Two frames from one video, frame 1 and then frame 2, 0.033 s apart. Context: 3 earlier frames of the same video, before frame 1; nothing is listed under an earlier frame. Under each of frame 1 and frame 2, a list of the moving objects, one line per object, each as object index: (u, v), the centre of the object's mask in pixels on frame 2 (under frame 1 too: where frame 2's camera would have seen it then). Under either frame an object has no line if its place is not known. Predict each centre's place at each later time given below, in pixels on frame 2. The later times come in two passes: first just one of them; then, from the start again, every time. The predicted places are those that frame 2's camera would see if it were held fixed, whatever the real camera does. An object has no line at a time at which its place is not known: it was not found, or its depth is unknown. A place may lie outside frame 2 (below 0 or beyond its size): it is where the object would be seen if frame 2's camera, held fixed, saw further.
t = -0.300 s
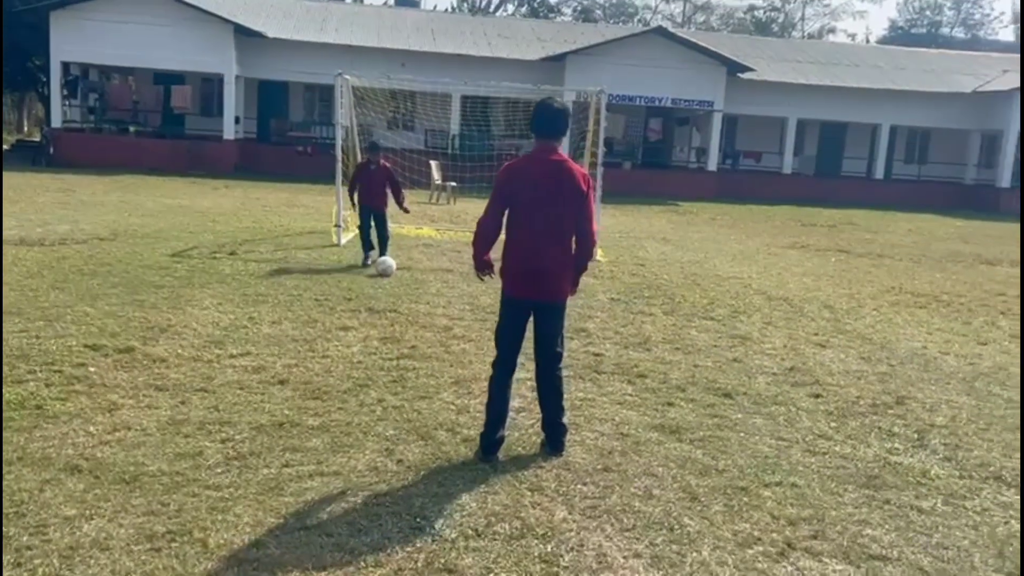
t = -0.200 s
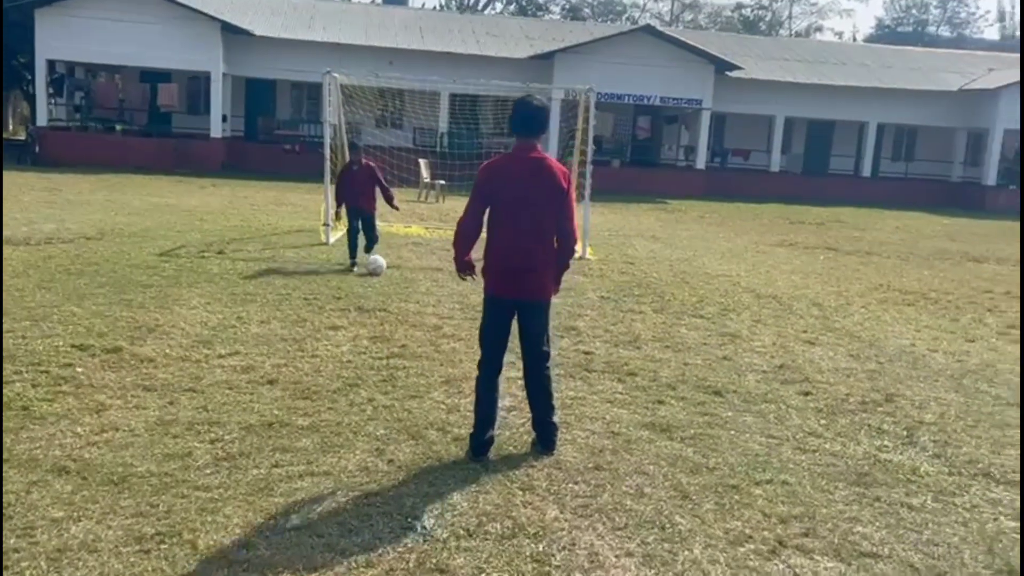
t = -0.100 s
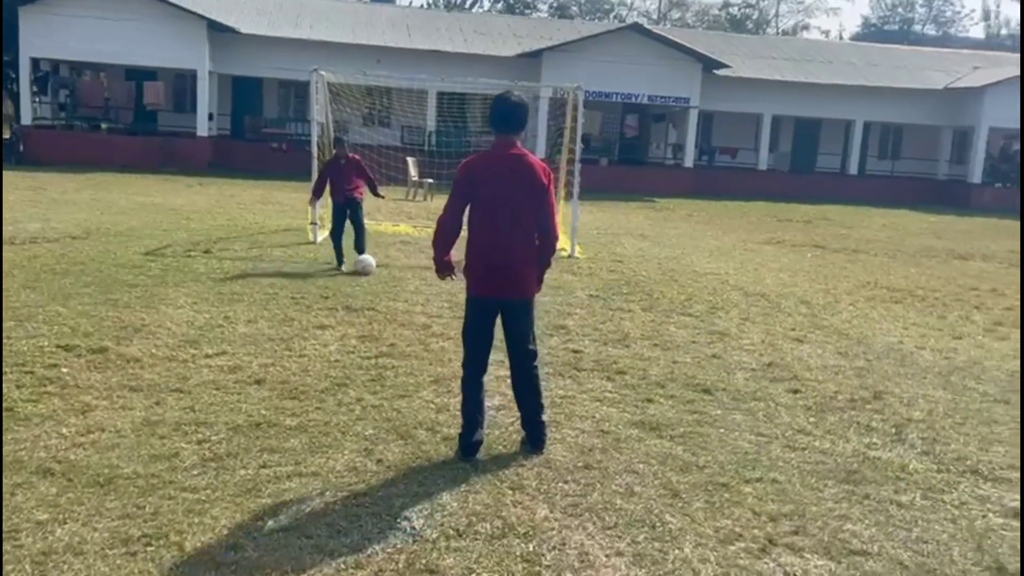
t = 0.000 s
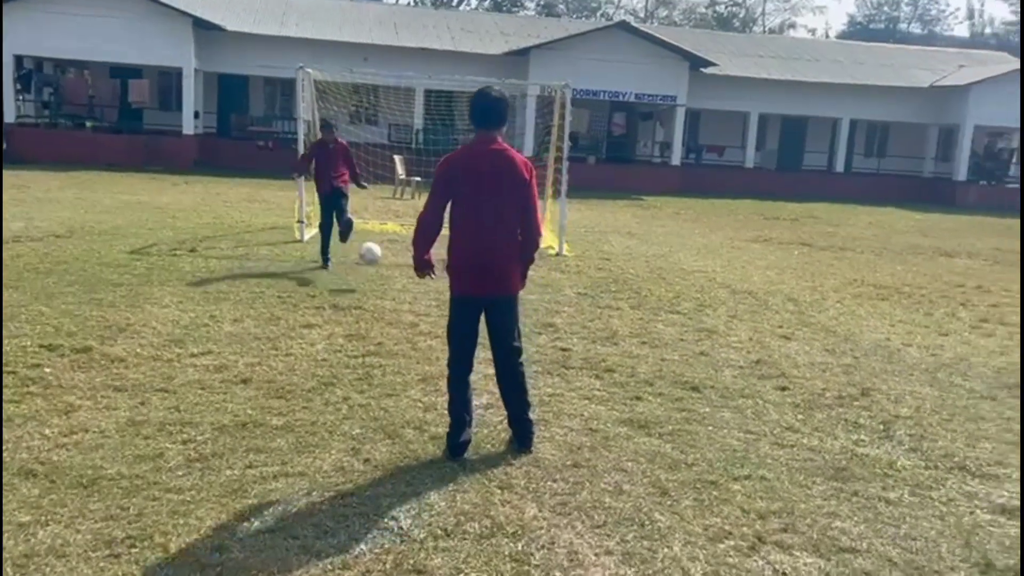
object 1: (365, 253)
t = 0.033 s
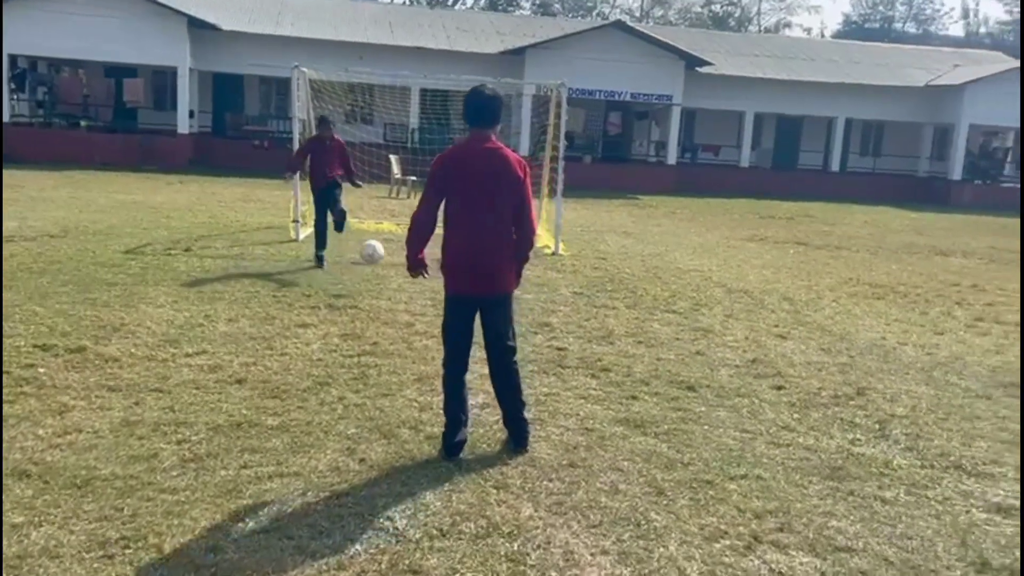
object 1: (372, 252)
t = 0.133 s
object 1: (391, 254)
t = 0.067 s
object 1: (379, 252)
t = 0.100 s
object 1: (386, 253)
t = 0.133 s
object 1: (391, 254)
